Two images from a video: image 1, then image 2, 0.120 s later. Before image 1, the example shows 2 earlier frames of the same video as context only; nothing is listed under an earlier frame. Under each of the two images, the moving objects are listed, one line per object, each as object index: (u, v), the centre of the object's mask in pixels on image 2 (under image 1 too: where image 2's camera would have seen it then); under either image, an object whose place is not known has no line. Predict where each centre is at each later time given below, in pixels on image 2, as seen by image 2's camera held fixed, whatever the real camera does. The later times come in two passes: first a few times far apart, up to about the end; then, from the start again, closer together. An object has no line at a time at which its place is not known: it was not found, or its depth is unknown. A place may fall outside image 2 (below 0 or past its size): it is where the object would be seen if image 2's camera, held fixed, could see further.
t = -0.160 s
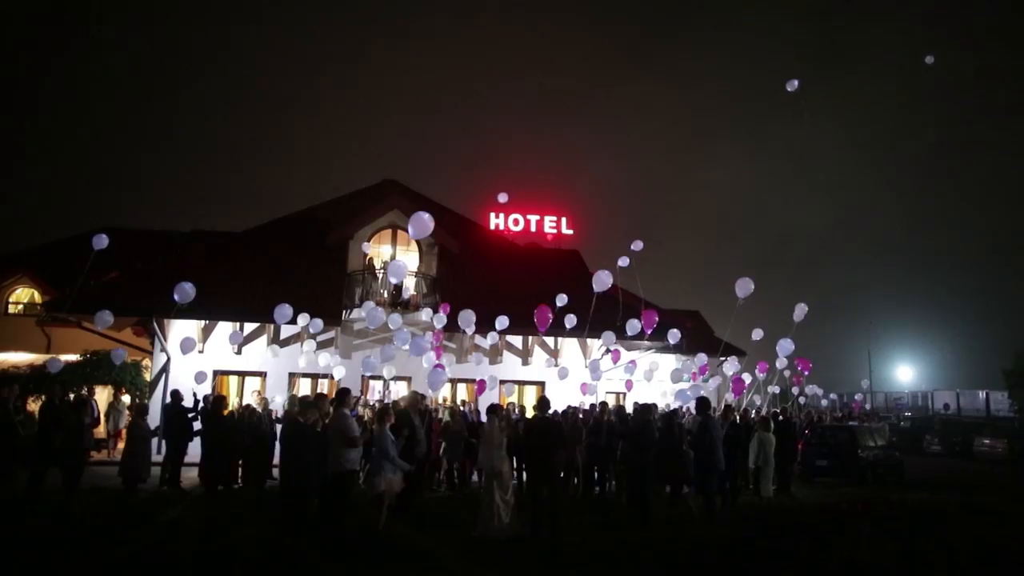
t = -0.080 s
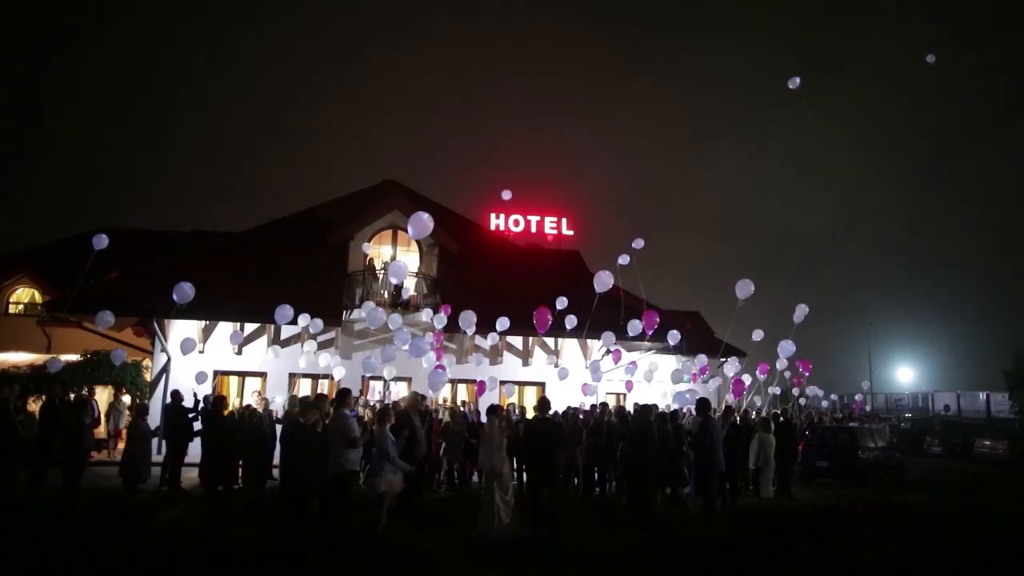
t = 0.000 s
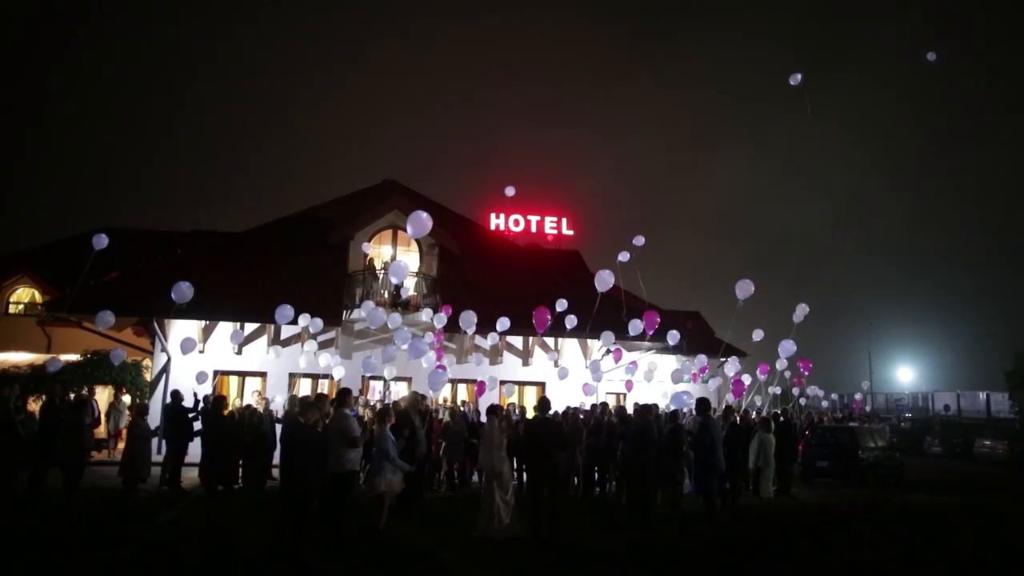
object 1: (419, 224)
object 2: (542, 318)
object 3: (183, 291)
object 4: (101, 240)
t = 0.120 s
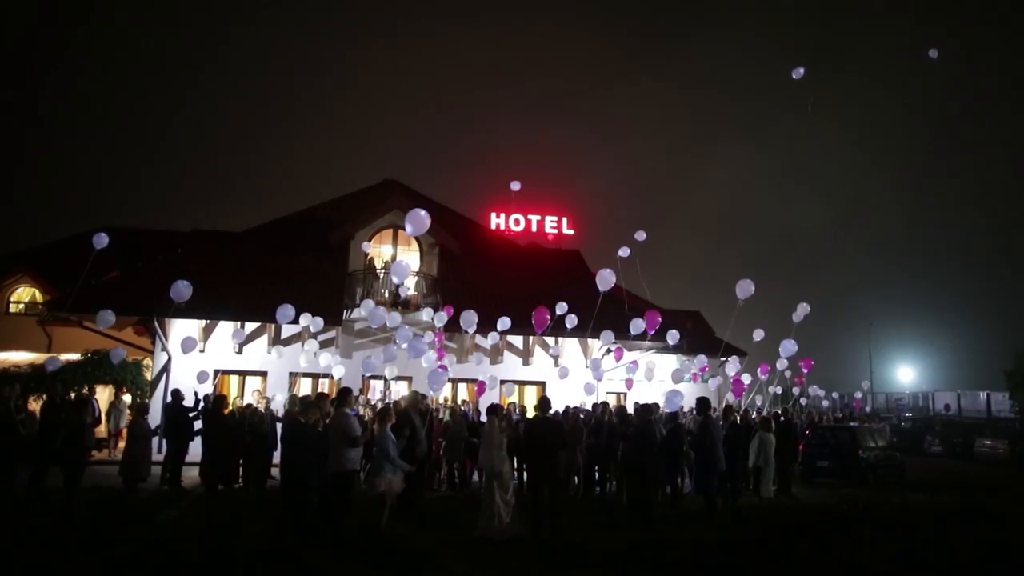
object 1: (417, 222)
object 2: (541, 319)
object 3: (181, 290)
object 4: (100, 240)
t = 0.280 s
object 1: (415, 220)
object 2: (539, 321)
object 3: (179, 289)
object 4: (101, 240)
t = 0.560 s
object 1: (412, 218)
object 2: (539, 322)
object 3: (180, 286)
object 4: (102, 240)
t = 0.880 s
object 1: (410, 214)
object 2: (540, 314)
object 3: (192, 270)
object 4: (104, 241)
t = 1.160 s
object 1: (416, 192)
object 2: (543, 303)
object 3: (210, 248)
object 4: (106, 242)
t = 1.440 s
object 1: (436, 157)
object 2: (545, 297)
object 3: (229, 222)
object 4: (106, 242)
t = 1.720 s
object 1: (465, 126)
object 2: (550, 298)
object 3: (243, 195)
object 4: (105, 241)
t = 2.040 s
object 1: (500, 92)
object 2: (557, 294)
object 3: (256, 168)
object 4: (103, 240)
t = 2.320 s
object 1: (532, 62)
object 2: (568, 275)
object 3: (267, 143)
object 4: (100, 239)
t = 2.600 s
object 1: (558, 32)
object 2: (584, 241)
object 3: (279, 118)
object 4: (99, 239)
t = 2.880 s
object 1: (573, 11)
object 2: (604, 204)
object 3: (292, 101)
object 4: (97, 239)
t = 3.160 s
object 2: (626, 168)
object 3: (306, 88)
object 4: (96, 239)
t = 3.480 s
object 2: (644, 132)
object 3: (324, 74)
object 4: (97, 240)
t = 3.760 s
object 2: (653, 109)
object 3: (342, 59)
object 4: (101, 241)
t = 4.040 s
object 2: (665, 83)
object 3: (364, 40)
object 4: (107, 238)
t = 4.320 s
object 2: (687, 55)
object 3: (387, 22)
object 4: (118, 227)
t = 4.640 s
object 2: (709, 19)
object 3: (413, 2)
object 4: (131, 209)
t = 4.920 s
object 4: (143, 192)
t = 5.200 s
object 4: (155, 176)
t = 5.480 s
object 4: (168, 160)
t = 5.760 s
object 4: (181, 147)
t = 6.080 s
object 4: (195, 134)
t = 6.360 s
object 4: (206, 122)
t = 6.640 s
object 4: (218, 108)
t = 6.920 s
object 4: (236, 94)
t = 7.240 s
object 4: (257, 80)
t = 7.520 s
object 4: (275, 67)
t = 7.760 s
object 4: (288, 55)
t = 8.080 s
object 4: (299, 37)
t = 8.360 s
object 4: (306, 23)
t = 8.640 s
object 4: (313, 11)
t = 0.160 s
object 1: (416, 222)
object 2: (541, 319)
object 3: (180, 290)
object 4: (100, 240)
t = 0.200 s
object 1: (416, 221)
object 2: (540, 320)
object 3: (180, 290)
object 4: (100, 241)
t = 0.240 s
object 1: (415, 221)
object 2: (540, 320)
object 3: (180, 289)
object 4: (101, 240)
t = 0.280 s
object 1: (415, 220)
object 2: (539, 321)
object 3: (179, 289)
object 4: (101, 240)
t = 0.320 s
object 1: (414, 220)
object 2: (539, 321)
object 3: (179, 289)
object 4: (101, 240)
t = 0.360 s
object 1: (414, 219)
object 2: (539, 321)
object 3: (179, 289)
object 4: (101, 240)
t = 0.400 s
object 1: (413, 219)
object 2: (539, 321)
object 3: (179, 288)
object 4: (101, 240)
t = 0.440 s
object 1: (413, 219)
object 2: (539, 321)
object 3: (179, 288)
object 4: (101, 240)
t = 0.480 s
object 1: (413, 219)
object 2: (539, 321)
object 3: (179, 288)
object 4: (101, 240)
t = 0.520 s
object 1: (413, 218)
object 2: (539, 321)
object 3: (179, 287)
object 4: (102, 240)
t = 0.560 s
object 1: (412, 218)
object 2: (539, 322)
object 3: (180, 286)
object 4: (102, 240)
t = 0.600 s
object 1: (412, 218)
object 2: (539, 322)
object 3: (181, 285)
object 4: (102, 241)
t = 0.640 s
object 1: (412, 218)
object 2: (539, 321)
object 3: (182, 284)
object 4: (102, 240)
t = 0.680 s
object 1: (411, 217)
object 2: (539, 321)
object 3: (183, 281)
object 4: (102, 241)
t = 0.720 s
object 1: (411, 217)
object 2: (539, 320)
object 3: (184, 280)
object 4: (103, 241)
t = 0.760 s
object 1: (411, 216)
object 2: (539, 319)
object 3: (186, 277)
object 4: (103, 241)
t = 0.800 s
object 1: (410, 216)
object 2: (540, 317)
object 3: (188, 275)
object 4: (103, 241)
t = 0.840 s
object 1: (410, 215)
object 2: (540, 316)
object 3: (189, 272)
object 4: (104, 241)
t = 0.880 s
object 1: (410, 214)
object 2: (540, 314)
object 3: (192, 270)
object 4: (104, 241)
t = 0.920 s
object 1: (410, 212)
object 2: (540, 313)
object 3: (194, 267)
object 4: (104, 241)
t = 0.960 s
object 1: (411, 210)
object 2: (541, 312)
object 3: (196, 264)
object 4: (105, 241)
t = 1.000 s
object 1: (411, 207)
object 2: (541, 310)
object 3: (199, 261)
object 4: (105, 241)
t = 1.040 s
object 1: (412, 204)
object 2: (541, 308)
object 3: (201, 258)
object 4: (105, 241)
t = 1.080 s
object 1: (413, 200)
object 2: (542, 306)
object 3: (204, 254)
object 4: (105, 241)
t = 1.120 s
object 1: (414, 196)
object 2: (542, 304)
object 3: (207, 251)
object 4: (106, 241)
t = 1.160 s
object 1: (416, 192)
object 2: (543, 303)
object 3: (210, 248)
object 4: (106, 242)
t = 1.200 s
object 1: (418, 187)
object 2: (543, 301)
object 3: (213, 244)
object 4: (106, 241)
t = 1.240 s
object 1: (420, 183)
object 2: (543, 300)
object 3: (215, 241)
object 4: (106, 241)
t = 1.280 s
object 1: (423, 178)
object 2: (544, 299)
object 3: (218, 237)
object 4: (106, 241)
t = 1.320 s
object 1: (425, 173)
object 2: (544, 298)
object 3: (221, 233)
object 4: (106, 242)
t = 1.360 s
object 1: (429, 168)
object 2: (544, 298)
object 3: (223, 230)
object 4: (106, 242)
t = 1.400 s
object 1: (432, 163)
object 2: (545, 298)
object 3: (226, 226)
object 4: (106, 242)
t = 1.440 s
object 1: (436, 157)
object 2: (545, 297)
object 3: (229, 222)
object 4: (106, 242)
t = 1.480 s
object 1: (440, 152)
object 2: (546, 297)
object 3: (231, 218)
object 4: (106, 241)
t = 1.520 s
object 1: (444, 148)
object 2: (547, 297)
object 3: (233, 214)
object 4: (106, 241)
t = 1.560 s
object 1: (448, 143)
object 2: (547, 297)
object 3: (235, 210)
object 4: (106, 241)
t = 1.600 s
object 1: (452, 138)
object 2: (548, 297)
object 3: (237, 206)
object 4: (106, 241)
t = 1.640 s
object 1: (456, 134)
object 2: (549, 297)
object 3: (239, 203)
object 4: (106, 241)
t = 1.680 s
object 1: (461, 130)
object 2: (549, 297)
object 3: (241, 199)
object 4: (105, 241)
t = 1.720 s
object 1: (465, 126)
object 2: (550, 298)
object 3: (243, 195)
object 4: (105, 241)
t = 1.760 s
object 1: (469, 121)
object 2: (551, 298)
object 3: (245, 192)
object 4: (105, 241)
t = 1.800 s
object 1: (473, 117)
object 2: (552, 298)
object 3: (246, 188)
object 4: (105, 240)
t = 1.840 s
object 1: (477, 113)
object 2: (552, 298)
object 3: (248, 185)
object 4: (104, 240)
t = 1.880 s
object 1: (482, 108)
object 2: (553, 298)
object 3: (250, 181)
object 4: (104, 240)
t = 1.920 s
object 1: (486, 104)
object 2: (554, 298)
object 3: (251, 178)
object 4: (104, 240)
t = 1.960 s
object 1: (491, 100)
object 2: (555, 296)
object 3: (253, 174)
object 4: (103, 240)
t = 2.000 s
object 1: (495, 96)
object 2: (556, 295)
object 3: (255, 171)
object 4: (103, 240)
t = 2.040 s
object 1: (500, 92)
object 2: (557, 294)
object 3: (256, 168)
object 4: (103, 240)
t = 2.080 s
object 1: (504, 88)
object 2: (559, 292)
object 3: (258, 164)
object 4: (102, 240)
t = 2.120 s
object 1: (509, 83)
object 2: (560, 290)
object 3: (259, 161)
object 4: (102, 240)
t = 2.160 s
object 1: (514, 79)
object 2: (562, 288)
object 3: (261, 157)
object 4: (102, 240)
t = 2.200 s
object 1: (518, 75)
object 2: (563, 285)
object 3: (263, 154)
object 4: (101, 240)
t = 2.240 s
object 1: (523, 71)
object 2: (565, 283)
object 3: (264, 150)
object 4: (101, 240)
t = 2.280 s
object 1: (528, 66)
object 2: (567, 279)
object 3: (266, 147)
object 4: (101, 240)
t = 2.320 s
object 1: (532, 62)
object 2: (568, 275)
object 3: (267, 143)
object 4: (100, 239)
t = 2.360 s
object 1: (536, 58)
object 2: (570, 271)
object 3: (269, 139)
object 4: (100, 239)
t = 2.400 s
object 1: (541, 53)
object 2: (573, 266)
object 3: (271, 136)
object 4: (100, 239)
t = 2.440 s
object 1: (545, 49)
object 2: (575, 262)
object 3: (272, 132)
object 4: (100, 239)
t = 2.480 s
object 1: (549, 45)
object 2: (577, 257)
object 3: (274, 128)
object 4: (99, 239)
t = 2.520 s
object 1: (552, 40)
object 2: (579, 252)
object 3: (276, 125)
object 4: (99, 239)
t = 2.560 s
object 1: (555, 36)
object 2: (581, 247)
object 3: (277, 122)
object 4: (99, 239)
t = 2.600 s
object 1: (558, 32)
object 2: (584, 241)
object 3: (279, 118)
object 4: (99, 239)
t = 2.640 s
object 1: (561, 29)
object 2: (586, 237)
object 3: (281, 116)
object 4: (98, 239)
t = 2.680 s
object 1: (563, 25)
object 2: (590, 230)
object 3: (282, 113)
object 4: (98, 239)
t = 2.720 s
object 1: (565, 22)
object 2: (592, 225)
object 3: (284, 110)
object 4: (98, 239)
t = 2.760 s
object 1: (568, 19)
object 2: (595, 220)
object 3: (286, 107)
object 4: (98, 239)
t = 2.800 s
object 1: (569, 16)
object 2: (598, 214)
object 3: (288, 105)
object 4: (97, 239)
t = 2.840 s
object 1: (571, 14)
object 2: (601, 209)
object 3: (289, 103)
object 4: (97, 239)
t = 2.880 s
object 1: (573, 11)
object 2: (604, 204)
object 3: (292, 101)
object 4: (97, 239)
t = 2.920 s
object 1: (575, 9)
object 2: (608, 198)
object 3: (293, 99)
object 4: (97, 239)
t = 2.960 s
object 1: (577, 6)
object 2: (611, 194)
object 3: (295, 97)
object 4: (96, 239)
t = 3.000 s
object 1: (579, 4)
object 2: (614, 189)
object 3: (297, 95)
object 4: (96, 239)
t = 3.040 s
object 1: (581, 2)
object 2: (617, 183)
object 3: (299, 93)
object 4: (96, 239)
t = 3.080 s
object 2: (621, 179)
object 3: (302, 91)
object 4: (96, 239)
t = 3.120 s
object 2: (624, 174)
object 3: (304, 89)
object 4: (96, 239)
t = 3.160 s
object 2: (626, 168)
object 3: (306, 88)
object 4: (96, 239)
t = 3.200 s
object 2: (629, 164)
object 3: (308, 86)
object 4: (96, 239)
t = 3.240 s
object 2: (632, 159)
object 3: (310, 85)
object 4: (96, 239)
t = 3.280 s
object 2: (635, 154)
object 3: (312, 83)
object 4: (96, 239)
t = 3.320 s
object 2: (637, 149)
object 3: (315, 81)
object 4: (96, 239)
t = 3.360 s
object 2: (639, 145)
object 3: (317, 80)
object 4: (96, 240)
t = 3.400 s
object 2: (641, 141)
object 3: (319, 78)
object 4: (96, 240)
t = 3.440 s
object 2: (643, 137)
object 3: (322, 76)
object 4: (97, 240)
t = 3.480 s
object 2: (644, 132)
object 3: (324, 74)
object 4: (97, 240)
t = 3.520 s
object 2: (646, 129)
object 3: (327, 72)
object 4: (98, 240)
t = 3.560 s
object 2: (647, 126)
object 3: (329, 70)
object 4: (98, 240)
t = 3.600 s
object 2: (649, 122)
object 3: (332, 68)
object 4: (98, 240)
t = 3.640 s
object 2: (649, 119)
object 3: (334, 66)
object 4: (99, 240)
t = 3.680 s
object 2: (650, 116)
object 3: (337, 64)
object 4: (100, 241)
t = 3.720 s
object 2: (651, 113)
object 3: (340, 62)
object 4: (100, 241)
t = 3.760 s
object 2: (653, 109)
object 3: (342, 59)
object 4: (101, 241)
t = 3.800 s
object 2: (654, 106)
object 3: (345, 57)
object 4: (101, 241)
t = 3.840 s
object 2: (655, 103)
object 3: (348, 54)
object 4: (102, 241)
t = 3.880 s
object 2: (657, 99)
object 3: (351, 52)
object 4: (103, 241)
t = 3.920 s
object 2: (658, 95)
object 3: (354, 49)
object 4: (104, 240)
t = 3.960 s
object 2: (660, 91)
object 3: (357, 46)
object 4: (105, 240)
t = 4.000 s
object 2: (662, 87)
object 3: (361, 43)
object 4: (106, 239)
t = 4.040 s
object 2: (665, 83)
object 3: (364, 40)
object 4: (107, 238)
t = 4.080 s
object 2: (667, 79)
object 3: (367, 37)
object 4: (108, 237)
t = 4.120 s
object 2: (670, 75)
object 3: (370, 34)
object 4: (110, 235)
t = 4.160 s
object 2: (673, 71)
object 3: (374, 32)
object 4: (111, 234)
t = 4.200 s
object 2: (677, 67)
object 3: (377, 29)
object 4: (112, 233)
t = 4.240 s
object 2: (680, 63)
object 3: (380, 27)
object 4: (114, 231)
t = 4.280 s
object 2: (684, 59)
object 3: (384, 24)
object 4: (116, 229)
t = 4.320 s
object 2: (687, 55)
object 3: (387, 22)
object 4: (118, 227)
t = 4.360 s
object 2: (691, 51)
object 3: (390, 19)
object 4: (119, 225)
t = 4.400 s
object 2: (694, 46)
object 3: (394, 17)
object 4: (121, 223)
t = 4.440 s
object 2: (697, 42)
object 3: (397, 14)
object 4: (123, 221)
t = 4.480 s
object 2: (700, 37)
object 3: (400, 12)
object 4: (124, 219)
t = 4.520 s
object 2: (703, 32)
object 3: (403, 10)
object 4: (126, 217)
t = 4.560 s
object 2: (705, 28)
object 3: (407, 7)
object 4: (127, 214)
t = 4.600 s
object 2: (707, 23)
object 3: (410, 4)
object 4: (129, 212)
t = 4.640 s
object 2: (709, 19)
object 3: (413, 2)
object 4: (131, 209)
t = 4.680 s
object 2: (711, 15)
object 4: (132, 207)
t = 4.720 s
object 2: (711, 12)
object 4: (134, 204)
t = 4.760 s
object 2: (712, 9)
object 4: (136, 202)
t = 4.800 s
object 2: (713, 6)
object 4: (138, 199)
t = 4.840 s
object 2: (713, 3)
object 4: (139, 197)
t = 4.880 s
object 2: (714, 1)
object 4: (141, 195)
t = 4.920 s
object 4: (143, 192)
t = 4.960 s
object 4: (144, 190)
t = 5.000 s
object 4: (146, 188)
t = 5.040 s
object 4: (148, 185)
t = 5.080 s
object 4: (150, 183)
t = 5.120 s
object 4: (152, 181)
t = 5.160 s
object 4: (153, 178)
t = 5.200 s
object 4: (155, 176)
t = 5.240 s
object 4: (157, 174)
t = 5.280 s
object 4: (159, 172)
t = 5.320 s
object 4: (161, 169)
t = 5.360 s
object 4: (163, 167)
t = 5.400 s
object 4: (165, 165)
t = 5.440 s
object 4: (167, 162)
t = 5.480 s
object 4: (168, 160)
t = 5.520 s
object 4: (170, 158)
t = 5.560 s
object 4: (172, 156)
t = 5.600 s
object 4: (174, 154)
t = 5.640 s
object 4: (176, 152)
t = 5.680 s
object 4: (178, 150)
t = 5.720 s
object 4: (180, 148)
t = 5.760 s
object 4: (181, 147)
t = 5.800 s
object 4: (183, 145)
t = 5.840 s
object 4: (185, 143)
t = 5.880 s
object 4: (186, 142)
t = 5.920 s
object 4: (188, 140)
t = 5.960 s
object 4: (190, 139)
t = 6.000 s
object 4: (191, 137)
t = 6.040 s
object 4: (193, 136)
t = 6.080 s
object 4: (195, 134)
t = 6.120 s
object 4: (196, 132)
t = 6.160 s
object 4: (198, 130)
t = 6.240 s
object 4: (201, 127)
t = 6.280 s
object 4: (202, 125)
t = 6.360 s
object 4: (206, 122)
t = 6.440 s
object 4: (209, 118)
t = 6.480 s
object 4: (211, 116)
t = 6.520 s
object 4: (212, 114)
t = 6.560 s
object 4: (214, 112)
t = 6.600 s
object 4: (216, 110)
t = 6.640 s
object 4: (218, 108)
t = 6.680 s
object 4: (221, 106)
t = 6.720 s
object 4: (223, 104)
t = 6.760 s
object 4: (226, 102)
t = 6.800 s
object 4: (228, 100)
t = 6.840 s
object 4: (231, 98)
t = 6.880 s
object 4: (234, 96)
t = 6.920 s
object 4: (236, 94)
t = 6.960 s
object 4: (239, 92)
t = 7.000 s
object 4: (241, 90)
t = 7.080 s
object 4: (246, 87)
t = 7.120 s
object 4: (249, 85)
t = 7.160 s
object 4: (252, 83)
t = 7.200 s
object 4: (254, 82)
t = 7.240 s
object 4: (257, 80)
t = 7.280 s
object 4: (259, 78)
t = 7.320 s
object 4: (261, 76)
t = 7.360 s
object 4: (264, 75)
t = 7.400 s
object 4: (267, 73)
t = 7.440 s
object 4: (270, 71)
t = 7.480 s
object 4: (272, 69)
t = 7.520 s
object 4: (275, 67)
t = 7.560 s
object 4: (277, 65)
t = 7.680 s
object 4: (284, 59)
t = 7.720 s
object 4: (286, 57)
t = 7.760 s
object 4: (288, 55)
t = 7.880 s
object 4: (293, 48)
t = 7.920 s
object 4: (295, 46)
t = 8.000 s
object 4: (297, 41)
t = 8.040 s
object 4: (298, 39)
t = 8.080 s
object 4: (299, 37)
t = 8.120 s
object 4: (301, 35)
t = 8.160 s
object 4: (301, 33)
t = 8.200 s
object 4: (302, 31)
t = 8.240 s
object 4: (304, 29)
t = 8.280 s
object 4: (305, 27)
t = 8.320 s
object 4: (305, 25)
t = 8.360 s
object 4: (306, 23)
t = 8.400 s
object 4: (307, 21)
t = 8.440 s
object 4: (308, 19)
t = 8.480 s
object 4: (309, 18)
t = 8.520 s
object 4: (310, 16)
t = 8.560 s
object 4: (311, 14)
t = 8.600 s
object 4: (312, 13)
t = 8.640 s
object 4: (313, 11)
